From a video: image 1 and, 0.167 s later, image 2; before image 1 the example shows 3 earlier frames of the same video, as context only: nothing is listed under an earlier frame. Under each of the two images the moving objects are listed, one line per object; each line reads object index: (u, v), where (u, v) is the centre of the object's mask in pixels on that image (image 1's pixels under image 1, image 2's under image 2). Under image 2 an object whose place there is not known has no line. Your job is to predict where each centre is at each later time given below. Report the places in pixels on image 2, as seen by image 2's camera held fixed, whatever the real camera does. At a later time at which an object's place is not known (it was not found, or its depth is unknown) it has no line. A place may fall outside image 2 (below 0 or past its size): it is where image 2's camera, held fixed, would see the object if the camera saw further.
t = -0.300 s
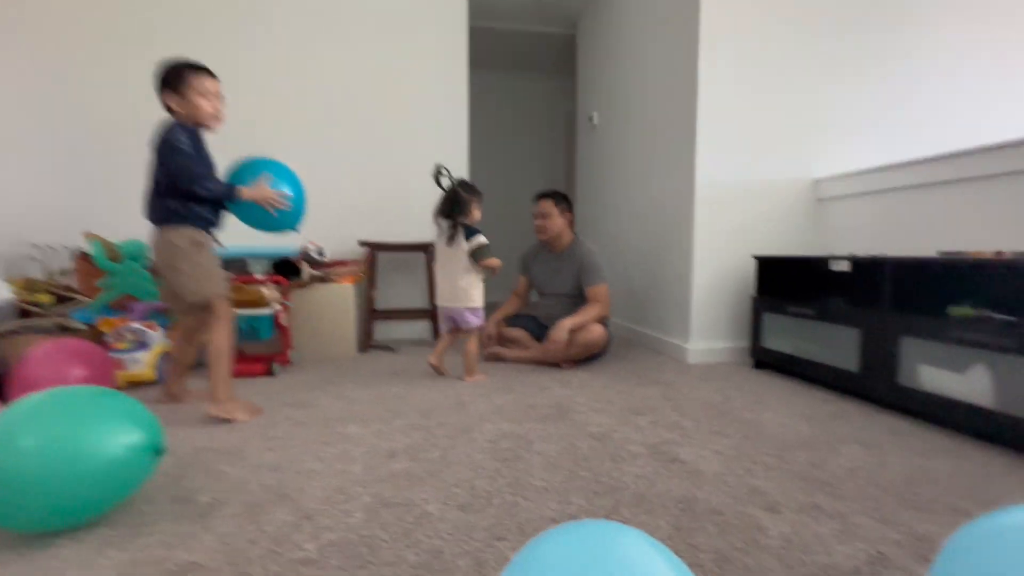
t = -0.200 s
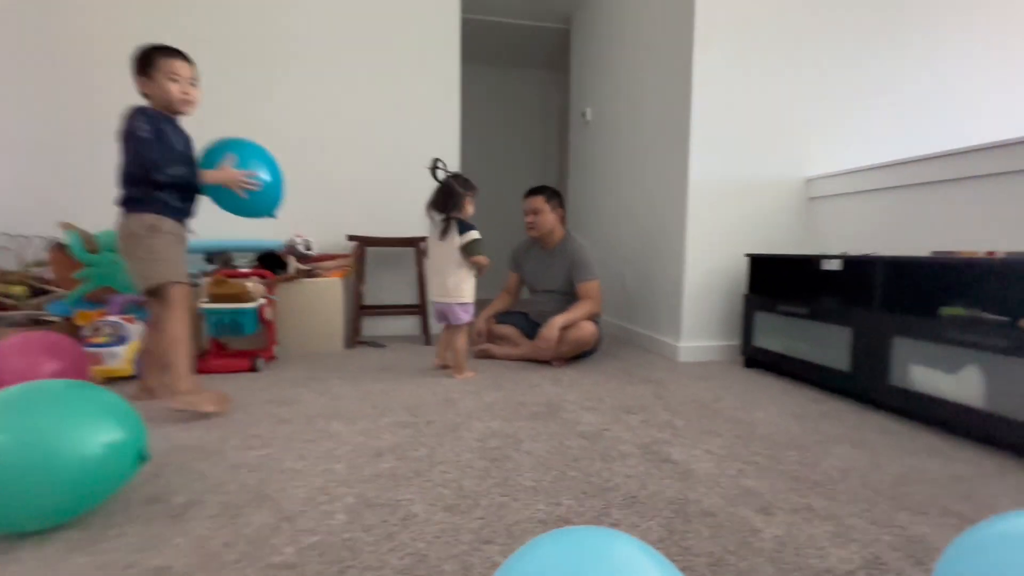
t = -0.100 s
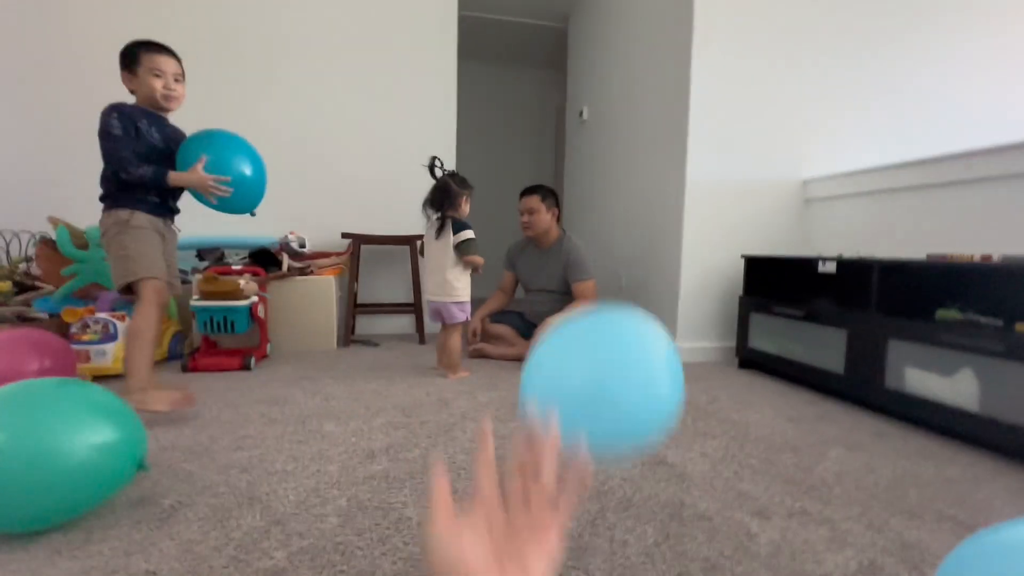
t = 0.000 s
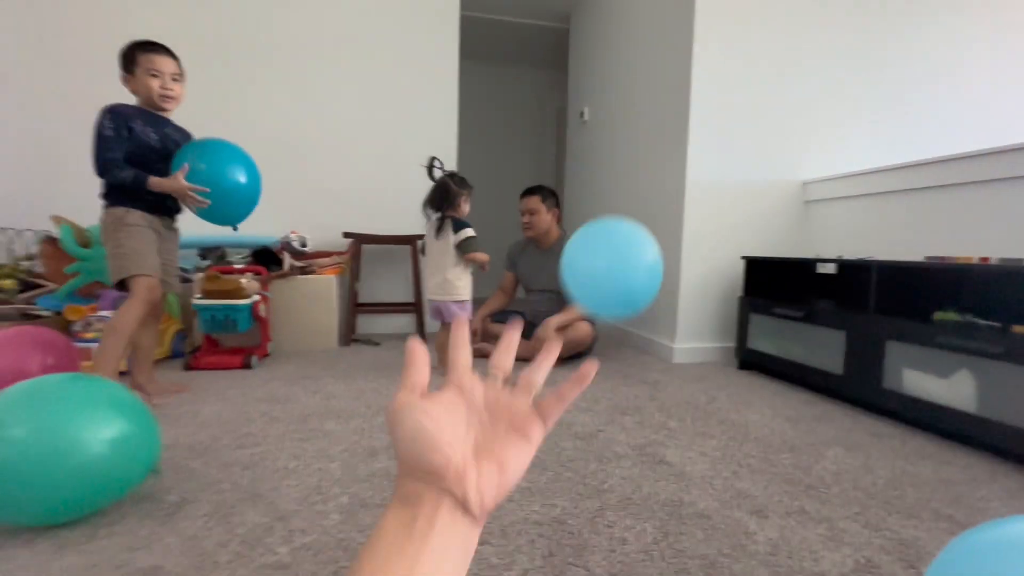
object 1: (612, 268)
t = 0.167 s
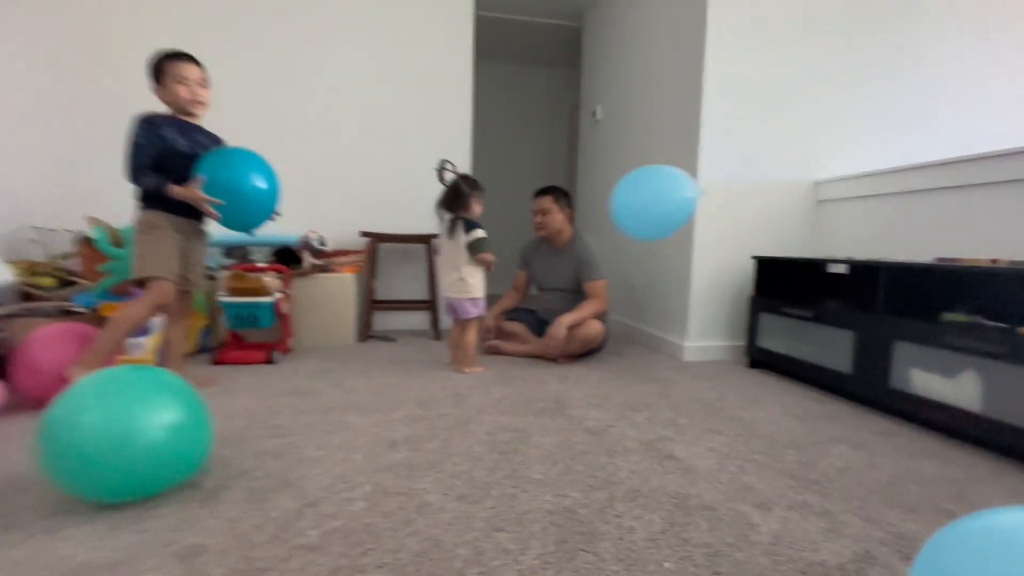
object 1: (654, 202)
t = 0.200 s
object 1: (661, 196)
